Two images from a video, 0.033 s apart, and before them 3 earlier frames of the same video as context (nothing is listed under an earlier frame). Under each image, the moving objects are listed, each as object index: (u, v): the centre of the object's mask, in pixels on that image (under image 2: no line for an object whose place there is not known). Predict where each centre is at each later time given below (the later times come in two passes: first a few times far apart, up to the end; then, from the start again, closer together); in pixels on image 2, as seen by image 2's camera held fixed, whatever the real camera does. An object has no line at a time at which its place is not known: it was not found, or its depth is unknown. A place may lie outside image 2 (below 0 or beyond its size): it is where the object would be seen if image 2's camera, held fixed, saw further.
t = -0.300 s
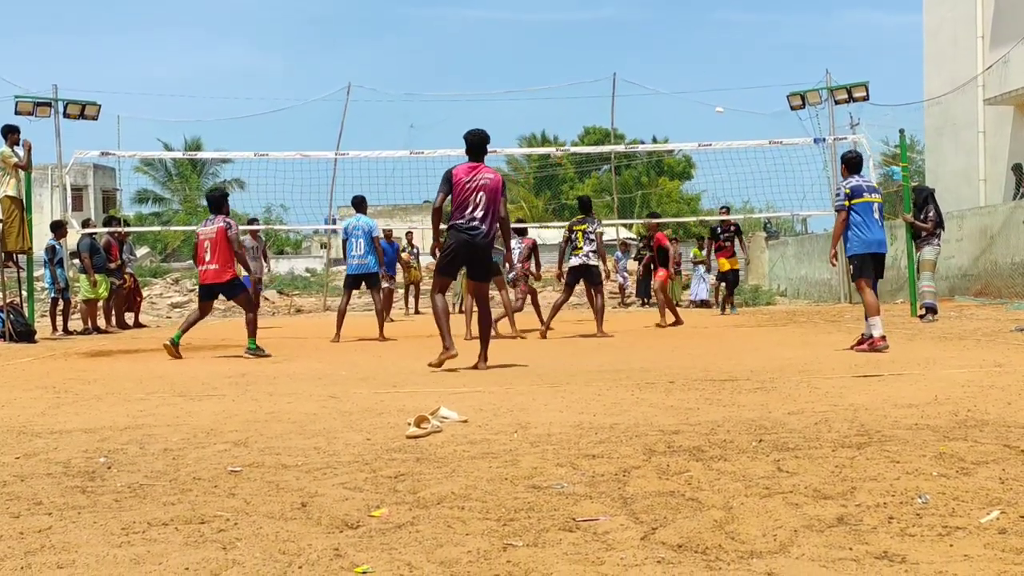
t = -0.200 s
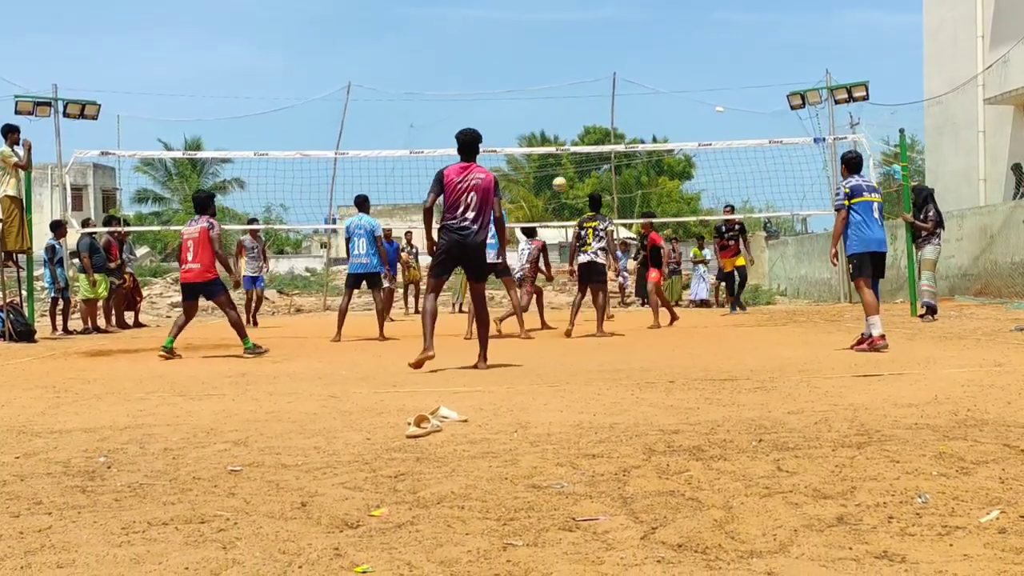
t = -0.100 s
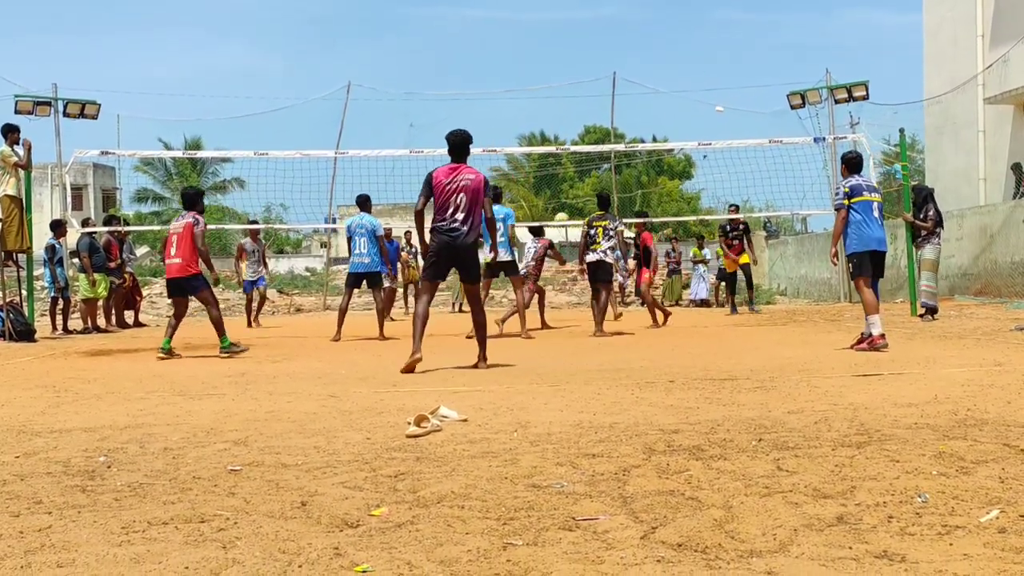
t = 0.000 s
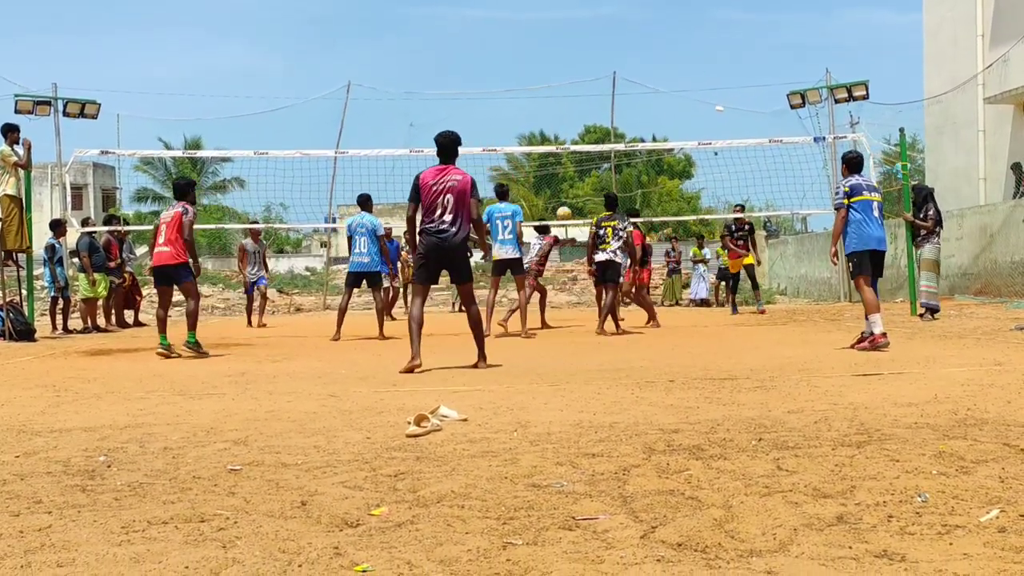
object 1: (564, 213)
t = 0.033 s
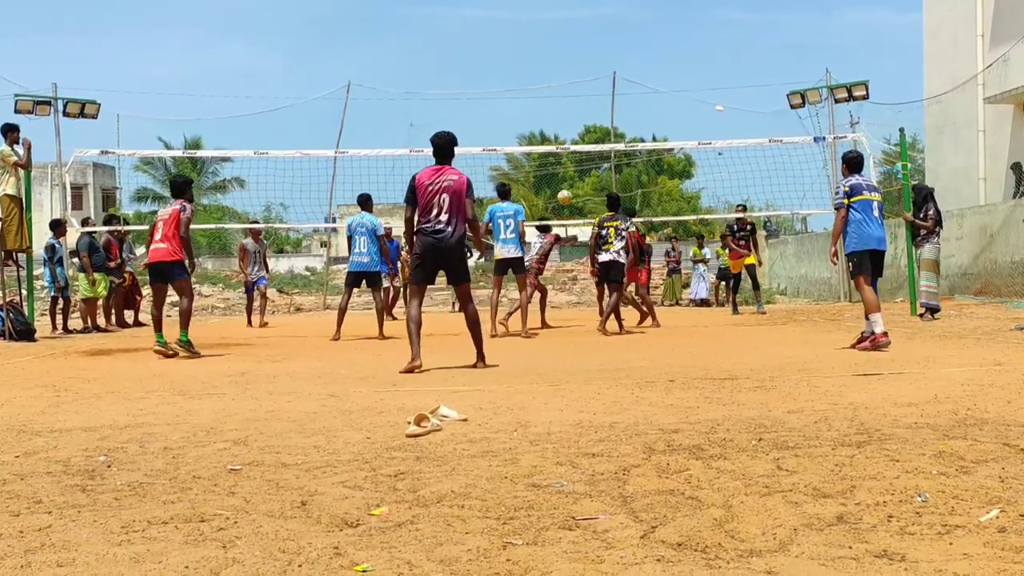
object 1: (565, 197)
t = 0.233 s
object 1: (569, 113)
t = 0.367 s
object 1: (573, 70)
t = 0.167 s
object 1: (569, 138)
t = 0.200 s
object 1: (569, 125)
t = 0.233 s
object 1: (569, 113)
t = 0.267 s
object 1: (570, 101)
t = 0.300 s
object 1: (571, 90)
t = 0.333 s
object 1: (572, 80)
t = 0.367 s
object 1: (573, 70)
